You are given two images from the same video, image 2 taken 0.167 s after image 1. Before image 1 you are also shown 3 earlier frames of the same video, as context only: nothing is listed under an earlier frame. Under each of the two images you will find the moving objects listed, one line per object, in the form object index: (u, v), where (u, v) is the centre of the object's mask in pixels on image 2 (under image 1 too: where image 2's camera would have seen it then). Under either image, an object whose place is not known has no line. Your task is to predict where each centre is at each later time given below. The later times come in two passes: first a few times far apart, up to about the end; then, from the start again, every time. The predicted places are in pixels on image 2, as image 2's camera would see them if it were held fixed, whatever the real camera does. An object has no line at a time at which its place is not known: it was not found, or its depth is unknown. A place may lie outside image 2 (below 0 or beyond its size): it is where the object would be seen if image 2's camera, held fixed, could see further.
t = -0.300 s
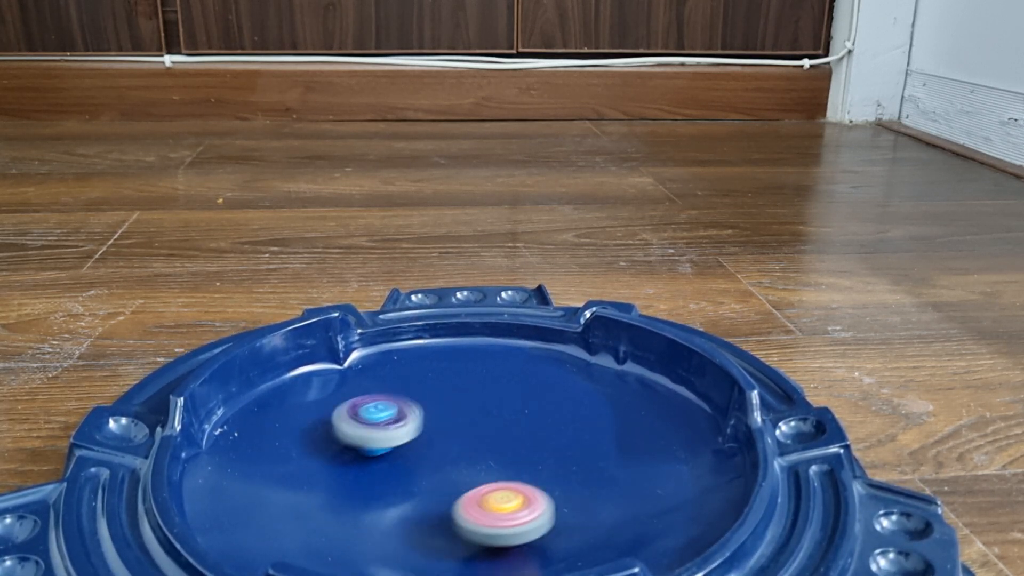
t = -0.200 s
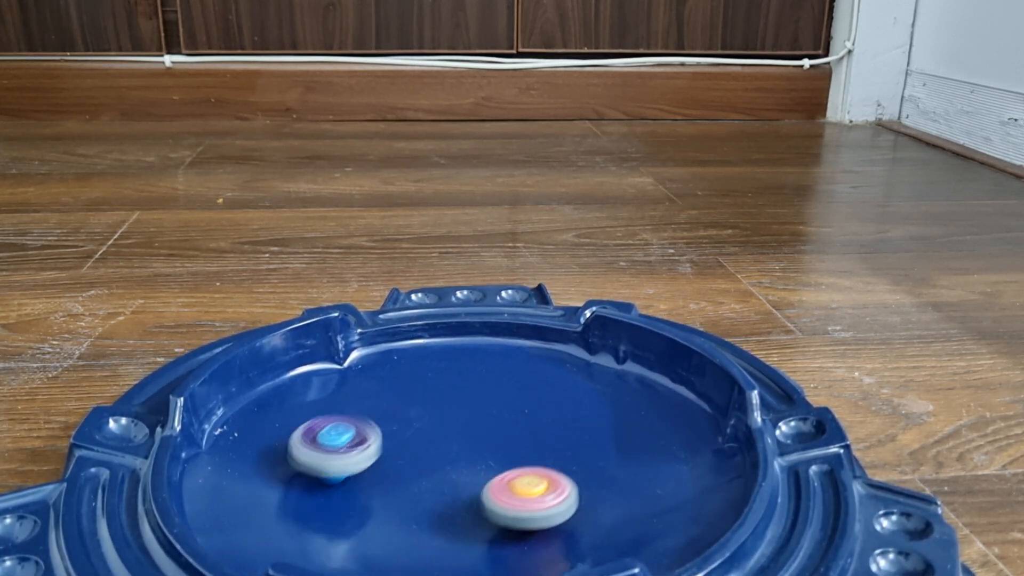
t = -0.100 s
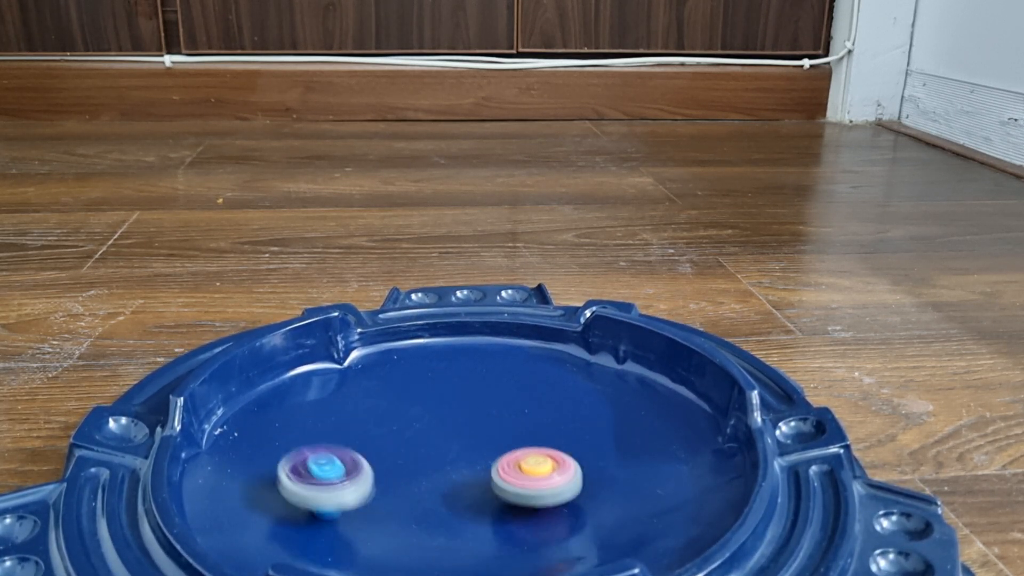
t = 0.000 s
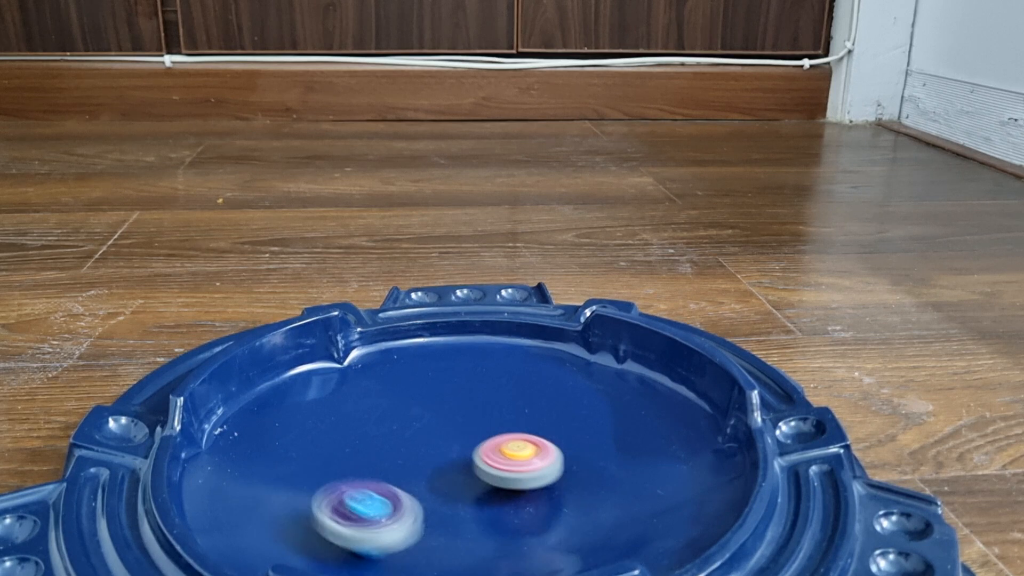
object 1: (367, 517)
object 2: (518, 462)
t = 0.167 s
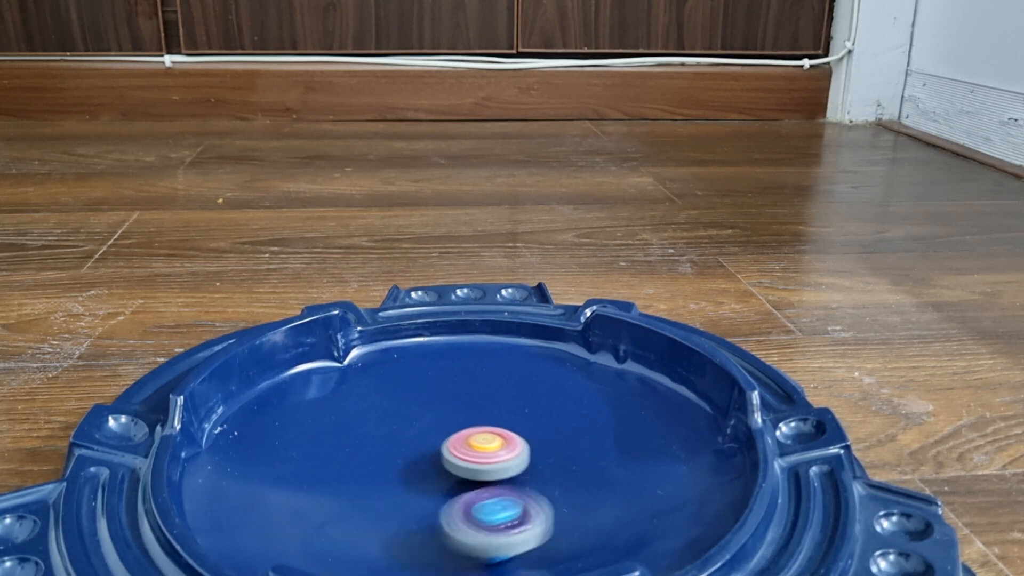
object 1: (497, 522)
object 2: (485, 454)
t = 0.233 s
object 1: (538, 504)
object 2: (474, 451)
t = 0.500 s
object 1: (540, 412)
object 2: (429, 456)
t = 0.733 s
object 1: (420, 393)
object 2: (403, 482)
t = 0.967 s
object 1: (351, 461)
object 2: (429, 498)
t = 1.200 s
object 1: (408, 532)
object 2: (496, 501)
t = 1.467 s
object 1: (572, 506)
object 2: (552, 458)
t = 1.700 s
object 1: (557, 437)
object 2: (472, 432)
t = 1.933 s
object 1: (451, 433)
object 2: (365, 468)
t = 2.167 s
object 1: (420, 474)
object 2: (393, 531)
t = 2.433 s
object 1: (435, 492)
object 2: (520, 525)
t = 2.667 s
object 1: (459, 504)
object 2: (530, 468)
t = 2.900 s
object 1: (528, 490)
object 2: (477, 446)
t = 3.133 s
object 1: (518, 450)
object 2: (429, 447)
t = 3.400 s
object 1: (478, 445)
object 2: (371, 483)
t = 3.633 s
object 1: (452, 451)
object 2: (438, 515)
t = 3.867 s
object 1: (409, 466)
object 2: (498, 492)
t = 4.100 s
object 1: (431, 506)
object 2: (533, 470)
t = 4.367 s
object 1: (511, 490)
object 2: (508, 439)
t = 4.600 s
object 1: (536, 455)
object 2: (450, 441)
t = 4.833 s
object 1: (484, 435)
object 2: (411, 472)
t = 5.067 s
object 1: (467, 453)
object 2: (427, 507)
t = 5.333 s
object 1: (519, 462)
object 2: (474, 517)
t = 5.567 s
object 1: (503, 440)
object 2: (508, 502)
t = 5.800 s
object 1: (450, 437)
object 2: (530, 498)
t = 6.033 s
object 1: (409, 474)
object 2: (521, 479)
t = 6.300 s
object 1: (418, 508)
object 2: (522, 478)
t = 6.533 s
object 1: (491, 509)
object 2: (524, 462)
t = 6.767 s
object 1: (490, 490)
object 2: (501, 440)
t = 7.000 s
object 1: (429, 482)
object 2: (462, 438)
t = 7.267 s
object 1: (416, 519)
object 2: (443, 454)
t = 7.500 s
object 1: (472, 501)
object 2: (465, 452)
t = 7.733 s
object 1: (462, 488)
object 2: (490, 439)
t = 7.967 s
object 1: (433, 482)
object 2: (469, 436)
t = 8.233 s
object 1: (438, 515)
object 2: (453, 446)
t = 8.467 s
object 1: (473, 496)
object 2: (489, 449)
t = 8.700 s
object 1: (451, 484)
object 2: (524, 452)
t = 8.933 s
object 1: (421, 474)
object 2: (517, 453)
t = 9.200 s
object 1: (412, 489)
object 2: (521, 473)
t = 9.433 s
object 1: (434, 479)
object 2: (527, 489)
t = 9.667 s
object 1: (446, 457)
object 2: (530, 488)
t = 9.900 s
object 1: (434, 448)
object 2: (506, 491)
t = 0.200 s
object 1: (519, 515)
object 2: (480, 452)
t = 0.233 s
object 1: (538, 504)
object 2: (474, 451)
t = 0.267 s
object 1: (554, 494)
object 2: (468, 450)
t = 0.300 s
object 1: (567, 482)
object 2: (463, 449)
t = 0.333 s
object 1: (575, 469)
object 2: (457, 449)
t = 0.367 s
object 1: (577, 456)
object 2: (452, 449)
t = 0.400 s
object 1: (573, 444)
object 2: (446, 450)
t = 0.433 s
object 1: (565, 432)
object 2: (441, 451)
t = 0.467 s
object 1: (554, 421)
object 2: (435, 453)
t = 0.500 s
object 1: (540, 412)
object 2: (429, 456)
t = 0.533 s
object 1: (525, 404)
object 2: (423, 460)
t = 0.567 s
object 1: (509, 398)
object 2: (415, 463)
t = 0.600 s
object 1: (493, 394)
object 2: (410, 467)
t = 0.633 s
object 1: (474, 391)
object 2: (406, 471)
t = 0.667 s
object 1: (456, 390)
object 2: (404, 474)
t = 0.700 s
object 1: (437, 390)
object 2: (403, 478)
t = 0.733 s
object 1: (420, 393)
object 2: (403, 482)
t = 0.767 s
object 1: (404, 398)
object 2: (406, 486)
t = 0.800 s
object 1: (390, 406)
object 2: (410, 491)
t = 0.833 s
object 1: (378, 415)
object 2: (414, 494)
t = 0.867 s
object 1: (369, 426)
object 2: (419, 496)
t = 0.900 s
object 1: (362, 438)
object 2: (422, 497)
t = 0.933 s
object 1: (356, 450)
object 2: (424, 497)
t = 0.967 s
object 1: (351, 461)
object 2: (429, 498)
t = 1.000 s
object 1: (348, 470)
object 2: (438, 501)
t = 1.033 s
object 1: (352, 481)
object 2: (445, 502)
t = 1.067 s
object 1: (353, 492)
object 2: (456, 503)
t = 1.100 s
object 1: (360, 504)
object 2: (468, 503)
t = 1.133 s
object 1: (371, 515)
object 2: (478, 503)
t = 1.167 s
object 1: (388, 525)
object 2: (487, 503)
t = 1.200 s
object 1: (408, 532)
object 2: (496, 501)
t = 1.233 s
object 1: (431, 537)
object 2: (505, 499)
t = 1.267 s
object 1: (456, 537)
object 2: (513, 496)
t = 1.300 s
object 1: (480, 536)
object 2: (522, 490)
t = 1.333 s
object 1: (501, 534)
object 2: (533, 486)
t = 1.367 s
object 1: (524, 529)
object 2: (542, 480)
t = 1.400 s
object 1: (543, 522)
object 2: (549, 473)
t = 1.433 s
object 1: (559, 515)
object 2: (551, 466)
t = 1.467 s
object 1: (572, 506)
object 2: (552, 458)
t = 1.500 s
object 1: (582, 496)
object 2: (549, 452)
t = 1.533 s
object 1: (588, 485)
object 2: (541, 447)
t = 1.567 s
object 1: (591, 474)
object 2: (530, 442)
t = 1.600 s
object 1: (590, 464)
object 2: (517, 438)
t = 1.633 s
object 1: (583, 454)
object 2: (505, 434)
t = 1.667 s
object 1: (572, 445)
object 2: (490, 432)
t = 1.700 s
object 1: (557, 437)
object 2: (472, 432)
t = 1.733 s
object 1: (542, 432)
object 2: (453, 433)
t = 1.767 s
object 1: (525, 429)
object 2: (438, 436)
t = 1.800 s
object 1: (509, 427)
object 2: (422, 440)
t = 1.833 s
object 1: (492, 426)
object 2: (407, 445)
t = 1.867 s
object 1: (475, 427)
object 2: (394, 452)
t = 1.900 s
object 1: (463, 429)
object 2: (378, 459)
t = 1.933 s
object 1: (451, 433)
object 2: (365, 468)
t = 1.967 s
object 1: (439, 439)
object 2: (359, 477)
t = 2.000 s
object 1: (431, 446)
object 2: (356, 486)
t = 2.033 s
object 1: (425, 453)
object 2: (358, 495)
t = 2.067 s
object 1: (421, 459)
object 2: (362, 505)
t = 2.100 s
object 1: (420, 465)
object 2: (371, 514)
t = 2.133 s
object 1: (420, 470)
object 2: (381, 523)
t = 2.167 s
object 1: (420, 474)
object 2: (393, 531)
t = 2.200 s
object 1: (423, 478)
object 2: (407, 537)
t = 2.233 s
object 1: (425, 481)
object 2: (424, 540)
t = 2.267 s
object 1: (426, 484)
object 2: (440, 542)
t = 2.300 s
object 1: (428, 485)
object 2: (458, 543)
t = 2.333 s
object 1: (429, 487)
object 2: (475, 542)
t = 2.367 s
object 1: (432, 489)
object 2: (492, 537)
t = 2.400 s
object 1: (434, 491)
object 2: (506, 531)
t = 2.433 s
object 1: (435, 492)
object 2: (520, 525)
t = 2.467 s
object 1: (433, 494)
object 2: (530, 517)
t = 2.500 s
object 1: (432, 496)
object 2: (537, 509)
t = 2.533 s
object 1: (433, 498)
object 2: (543, 500)
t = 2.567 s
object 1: (437, 500)
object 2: (544, 492)
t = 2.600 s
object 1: (443, 502)
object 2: (542, 483)
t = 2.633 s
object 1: (450, 503)
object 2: (537, 476)
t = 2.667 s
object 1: (459, 504)
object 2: (530, 468)
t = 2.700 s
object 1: (467, 503)
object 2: (522, 463)
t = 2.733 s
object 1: (477, 502)
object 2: (514, 458)
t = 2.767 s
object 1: (486, 501)
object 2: (505, 454)
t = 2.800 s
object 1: (496, 500)
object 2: (497, 451)
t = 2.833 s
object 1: (507, 499)
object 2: (489, 449)
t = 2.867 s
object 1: (518, 495)
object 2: (483, 447)
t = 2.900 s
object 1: (528, 490)
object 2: (477, 446)
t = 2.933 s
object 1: (536, 484)
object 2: (472, 445)
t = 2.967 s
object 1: (540, 477)
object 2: (466, 444)
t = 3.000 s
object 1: (539, 470)
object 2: (459, 443)
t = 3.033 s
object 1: (536, 463)
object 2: (452, 443)
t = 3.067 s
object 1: (530, 458)
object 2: (445, 444)
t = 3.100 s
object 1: (524, 453)
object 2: (439, 445)
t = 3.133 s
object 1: (518, 450)
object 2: (429, 447)
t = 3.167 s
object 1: (512, 448)
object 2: (417, 450)
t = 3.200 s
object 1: (505, 447)
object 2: (404, 453)
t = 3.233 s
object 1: (499, 446)
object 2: (392, 456)
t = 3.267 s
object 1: (495, 445)
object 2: (382, 459)
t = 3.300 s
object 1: (491, 445)
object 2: (376, 463)
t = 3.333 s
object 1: (487, 445)
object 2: (372, 469)
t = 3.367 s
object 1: (483, 445)
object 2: (371, 476)
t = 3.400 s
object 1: (478, 445)
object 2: (371, 483)
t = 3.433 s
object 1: (475, 446)
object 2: (374, 490)
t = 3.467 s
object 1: (472, 447)
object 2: (380, 497)
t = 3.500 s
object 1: (468, 448)
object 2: (388, 503)
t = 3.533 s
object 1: (465, 448)
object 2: (399, 509)
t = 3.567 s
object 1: (461, 450)
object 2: (411, 513)
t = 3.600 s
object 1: (456, 451)
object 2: (424, 515)
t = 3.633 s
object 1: (452, 451)
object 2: (438, 515)
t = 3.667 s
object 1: (447, 452)
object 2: (450, 514)
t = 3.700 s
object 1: (441, 453)
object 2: (461, 511)
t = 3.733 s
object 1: (436, 454)
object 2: (470, 507)
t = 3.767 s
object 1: (429, 455)
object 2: (479, 503)
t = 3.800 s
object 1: (422, 458)
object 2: (487, 500)
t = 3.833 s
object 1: (414, 461)
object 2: (492, 496)
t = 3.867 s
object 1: (409, 466)
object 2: (498, 492)
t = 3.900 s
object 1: (405, 472)
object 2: (504, 489)
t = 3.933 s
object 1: (404, 478)
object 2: (511, 486)
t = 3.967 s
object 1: (405, 485)
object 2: (517, 483)
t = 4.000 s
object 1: (407, 492)
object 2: (523, 480)
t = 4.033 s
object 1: (412, 498)
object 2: (527, 477)
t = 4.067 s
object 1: (420, 502)
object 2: (530, 473)
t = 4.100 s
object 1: (431, 506)
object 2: (533, 470)
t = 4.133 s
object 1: (444, 507)
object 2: (533, 466)
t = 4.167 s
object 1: (456, 506)
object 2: (532, 462)
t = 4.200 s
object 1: (467, 503)
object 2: (531, 458)
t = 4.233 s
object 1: (476, 500)
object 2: (528, 454)
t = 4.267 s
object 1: (486, 497)
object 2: (524, 450)
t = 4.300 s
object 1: (495, 494)
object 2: (520, 446)
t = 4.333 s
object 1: (503, 490)
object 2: (514, 443)
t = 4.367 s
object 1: (511, 490)
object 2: (508, 439)
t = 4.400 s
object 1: (519, 489)
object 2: (502, 436)
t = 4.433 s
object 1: (529, 486)
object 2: (495, 435)
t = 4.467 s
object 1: (537, 481)
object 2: (486, 434)
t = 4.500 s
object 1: (543, 474)
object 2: (476, 434)
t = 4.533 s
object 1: (544, 468)
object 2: (466, 435)
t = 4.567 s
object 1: (542, 461)
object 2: (457, 438)
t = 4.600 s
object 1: (536, 455)
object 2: (450, 441)
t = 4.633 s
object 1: (531, 450)
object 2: (443, 445)
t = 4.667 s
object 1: (533, 447)
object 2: (431, 447)
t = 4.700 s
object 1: (529, 443)
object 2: (423, 450)
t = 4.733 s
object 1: (520, 440)
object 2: (416, 455)
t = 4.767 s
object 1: (509, 437)
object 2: (412, 461)
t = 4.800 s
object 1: (495, 435)
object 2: (410, 466)
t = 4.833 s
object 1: (484, 435)
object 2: (411, 472)
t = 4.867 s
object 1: (473, 436)
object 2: (412, 477)
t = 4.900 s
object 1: (469, 436)
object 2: (410, 483)
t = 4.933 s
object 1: (463, 438)
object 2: (410, 489)
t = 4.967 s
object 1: (457, 444)
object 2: (416, 498)
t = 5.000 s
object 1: (459, 447)
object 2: (420, 501)
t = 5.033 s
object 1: (463, 450)
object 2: (424, 504)
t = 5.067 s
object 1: (467, 453)
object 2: (427, 507)
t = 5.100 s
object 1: (471, 455)
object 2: (432, 510)
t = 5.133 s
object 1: (476, 457)
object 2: (438, 512)
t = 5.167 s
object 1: (483, 459)
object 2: (446, 513)
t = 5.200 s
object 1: (490, 460)
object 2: (451, 514)
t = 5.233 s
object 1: (497, 461)
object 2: (455, 517)
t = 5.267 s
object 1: (505, 462)
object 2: (461, 518)
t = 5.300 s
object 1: (513, 462)
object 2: (467, 518)
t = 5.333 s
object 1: (519, 462)
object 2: (474, 517)
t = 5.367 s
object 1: (525, 461)
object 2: (480, 516)
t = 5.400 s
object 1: (528, 458)
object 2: (486, 514)
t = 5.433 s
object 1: (528, 454)
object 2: (491, 513)
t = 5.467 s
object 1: (526, 450)
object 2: (496, 510)
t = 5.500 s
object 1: (520, 445)
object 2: (500, 508)
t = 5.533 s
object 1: (511, 442)
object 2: (504, 505)
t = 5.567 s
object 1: (503, 440)
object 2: (508, 502)
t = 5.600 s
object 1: (494, 439)
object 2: (511, 499)
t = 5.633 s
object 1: (486, 440)
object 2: (513, 496)
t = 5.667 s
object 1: (481, 441)
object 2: (514, 493)
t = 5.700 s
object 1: (477, 441)
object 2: (517, 494)
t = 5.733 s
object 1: (470, 438)
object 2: (523, 499)
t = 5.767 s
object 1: (461, 436)
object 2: (527, 499)
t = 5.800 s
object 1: (450, 437)
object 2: (530, 498)
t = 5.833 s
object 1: (440, 440)
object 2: (533, 496)
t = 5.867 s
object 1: (431, 444)
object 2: (535, 492)
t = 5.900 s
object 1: (422, 449)
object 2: (535, 489)
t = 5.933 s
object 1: (414, 455)
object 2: (534, 485)
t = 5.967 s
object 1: (409, 461)
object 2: (530, 482)
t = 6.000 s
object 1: (408, 468)
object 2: (526, 480)
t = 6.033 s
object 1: (409, 474)
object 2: (521, 479)
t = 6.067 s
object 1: (414, 479)
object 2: (516, 478)
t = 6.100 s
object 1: (420, 483)
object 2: (512, 478)
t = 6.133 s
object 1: (422, 487)
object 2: (513, 478)
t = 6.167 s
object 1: (422, 490)
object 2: (513, 479)
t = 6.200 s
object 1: (424, 493)
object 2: (512, 479)
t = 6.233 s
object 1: (423, 497)
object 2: (513, 480)
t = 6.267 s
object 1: (417, 503)
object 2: (519, 479)
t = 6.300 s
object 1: (418, 508)
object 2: (522, 478)
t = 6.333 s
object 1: (424, 513)
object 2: (523, 477)
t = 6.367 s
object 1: (434, 517)
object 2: (524, 476)
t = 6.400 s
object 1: (446, 518)
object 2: (525, 474)
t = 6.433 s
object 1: (460, 518)
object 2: (525, 471)
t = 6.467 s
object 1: (473, 516)
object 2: (526, 468)
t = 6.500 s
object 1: (484, 513)
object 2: (525, 465)
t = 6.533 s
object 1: (491, 509)
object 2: (524, 462)
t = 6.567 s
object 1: (494, 505)
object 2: (524, 457)
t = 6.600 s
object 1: (495, 504)
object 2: (522, 453)
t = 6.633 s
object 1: (497, 502)
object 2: (520, 449)
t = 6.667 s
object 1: (499, 499)
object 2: (517, 446)
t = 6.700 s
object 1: (498, 495)
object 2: (512, 444)
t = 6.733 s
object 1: (494, 493)
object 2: (507, 442)
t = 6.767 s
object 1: (490, 490)
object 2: (501, 440)
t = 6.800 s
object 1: (485, 488)
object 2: (496, 439)
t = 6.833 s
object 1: (479, 486)
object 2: (490, 438)
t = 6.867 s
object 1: (470, 484)
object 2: (484, 437)
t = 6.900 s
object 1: (462, 483)
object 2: (478, 436)
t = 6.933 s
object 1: (451, 482)
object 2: (472, 436)
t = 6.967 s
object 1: (442, 481)
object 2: (466, 437)
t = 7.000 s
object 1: (429, 482)
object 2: (462, 438)
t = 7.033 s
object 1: (418, 485)
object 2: (459, 438)
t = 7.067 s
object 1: (409, 488)
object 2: (455, 439)
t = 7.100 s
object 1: (402, 492)
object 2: (451, 441)
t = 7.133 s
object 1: (399, 498)
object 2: (448, 443)
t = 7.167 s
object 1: (398, 504)
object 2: (445, 446)
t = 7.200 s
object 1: (401, 510)
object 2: (444, 448)
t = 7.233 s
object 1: (407, 515)
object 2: (443, 451)
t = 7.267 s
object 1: (416, 519)
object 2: (443, 454)
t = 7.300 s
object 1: (427, 520)
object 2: (444, 456)
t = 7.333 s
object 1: (438, 520)
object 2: (446, 457)
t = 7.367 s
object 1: (450, 518)
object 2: (449, 458)
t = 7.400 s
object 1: (462, 514)
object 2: (452, 458)
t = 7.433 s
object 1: (469, 509)
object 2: (456, 457)
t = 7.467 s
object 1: (472, 503)
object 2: (460, 455)
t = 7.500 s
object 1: (472, 501)
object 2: (465, 452)
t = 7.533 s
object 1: (472, 498)
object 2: (470, 449)
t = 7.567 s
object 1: (472, 495)
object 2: (476, 447)
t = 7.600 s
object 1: (470, 493)
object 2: (483, 446)
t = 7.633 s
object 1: (468, 492)
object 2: (488, 444)
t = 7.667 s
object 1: (466, 490)
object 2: (491, 442)
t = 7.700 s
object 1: (464, 489)
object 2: (491, 440)
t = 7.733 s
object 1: (462, 488)
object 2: (490, 439)
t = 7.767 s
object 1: (461, 487)
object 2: (489, 438)
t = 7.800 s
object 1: (459, 486)
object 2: (485, 437)
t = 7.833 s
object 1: (457, 485)
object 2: (482, 436)
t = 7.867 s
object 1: (453, 483)
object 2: (477, 436)
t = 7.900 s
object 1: (448, 481)
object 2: (474, 435)
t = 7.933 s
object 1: (442, 480)
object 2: (471, 436)
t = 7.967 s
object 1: (433, 482)
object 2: (469, 436)
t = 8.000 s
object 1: (424, 486)
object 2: (468, 435)
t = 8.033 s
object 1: (418, 490)
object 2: (466, 435)
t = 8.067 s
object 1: (413, 494)
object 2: (464, 435)
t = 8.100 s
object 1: (411, 500)
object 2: (461, 436)
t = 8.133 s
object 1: (414, 505)
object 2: (458, 437)
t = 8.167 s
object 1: (419, 510)
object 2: (455, 439)
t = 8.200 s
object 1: (428, 513)
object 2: (453, 442)
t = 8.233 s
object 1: (438, 515)
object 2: (453, 446)
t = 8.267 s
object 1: (450, 515)
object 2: (454, 449)
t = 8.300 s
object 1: (461, 513)
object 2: (457, 451)
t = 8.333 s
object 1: (469, 510)
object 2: (461, 452)
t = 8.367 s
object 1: (473, 505)
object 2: (467, 452)
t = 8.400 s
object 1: (474, 501)
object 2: (473, 451)
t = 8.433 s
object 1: (473, 498)
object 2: (481, 450)
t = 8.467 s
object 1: (473, 496)
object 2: (489, 449)
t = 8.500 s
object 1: (471, 494)
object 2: (497, 449)
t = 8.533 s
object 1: (469, 492)
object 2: (505, 449)
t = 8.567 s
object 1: (466, 491)
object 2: (512, 450)
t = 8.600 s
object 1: (463, 489)
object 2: (517, 451)
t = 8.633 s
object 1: (460, 488)
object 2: (520, 452)
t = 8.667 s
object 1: (456, 486)
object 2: (523, 452)
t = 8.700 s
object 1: (451, 484)
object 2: (524, 452)
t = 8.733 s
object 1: (445, 482)
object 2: (524, 452)
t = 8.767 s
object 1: (439, 481)
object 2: (524, 452)
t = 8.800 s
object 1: (434, 479)
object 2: (523, 451)
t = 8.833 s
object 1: (431, 478)
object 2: (522, 451)
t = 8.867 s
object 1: (429, 476)
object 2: (521, 451)
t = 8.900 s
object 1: (426, 475)
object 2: (519, 451)
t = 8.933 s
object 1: (421, 474)
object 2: (517, 453)
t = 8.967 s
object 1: (416, 474)
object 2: (516, 455)
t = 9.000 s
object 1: (413, 475)
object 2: (515, 457)
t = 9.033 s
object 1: (409, 477)
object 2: (515, 459)
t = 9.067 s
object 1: (408, 479)
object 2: (516, 462)
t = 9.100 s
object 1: (407, 482)
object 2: (517, 465)
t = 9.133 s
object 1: (408, 485)
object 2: (518, 468)
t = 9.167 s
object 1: (410, 487)
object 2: (520, 470)
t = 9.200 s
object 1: (412, 489)
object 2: (521, 473)
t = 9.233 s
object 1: (415, 490)
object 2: (523, 476)
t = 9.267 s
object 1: (418, 490)
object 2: (524, 479)
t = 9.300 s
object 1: (421, 489)
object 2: (524, 482)
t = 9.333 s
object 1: (424, 487)
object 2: (525, 484)
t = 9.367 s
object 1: (428, 485)
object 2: (525, 486)
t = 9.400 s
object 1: (431, 482)
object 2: (526, 488)
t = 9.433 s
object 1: (434, 479)
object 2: (527, 489)
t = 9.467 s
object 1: (437, 476)
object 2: (528, 490)
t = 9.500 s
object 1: (440, 472)
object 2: (529, 490)
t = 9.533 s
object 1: (442, 469)
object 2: (531, 490)
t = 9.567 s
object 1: (442, 466)
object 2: (532, 490)
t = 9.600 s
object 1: (444, 463)
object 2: (532, 490)
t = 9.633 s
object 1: (445, 460)
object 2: (532, 489)
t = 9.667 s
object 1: (446, 457)
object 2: (530, 488)
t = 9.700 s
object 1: (447, 453)
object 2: (527, 488)
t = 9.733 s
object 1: (448, 451)
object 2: (524, 487)
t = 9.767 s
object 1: (446, 448)
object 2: (520, 488)
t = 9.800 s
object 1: (444, 447)
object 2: (516, 488)
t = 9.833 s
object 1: (442, 446)
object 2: (512, 489)
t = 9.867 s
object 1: (438, 447)
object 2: (509, 490)
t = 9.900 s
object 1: (434, 448)
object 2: (506, 491)
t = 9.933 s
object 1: (430, 450)
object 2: (504, 491)
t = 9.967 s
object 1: (426, 453)
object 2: (500, 492)
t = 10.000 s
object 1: (424, 456)
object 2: (497, 493)
